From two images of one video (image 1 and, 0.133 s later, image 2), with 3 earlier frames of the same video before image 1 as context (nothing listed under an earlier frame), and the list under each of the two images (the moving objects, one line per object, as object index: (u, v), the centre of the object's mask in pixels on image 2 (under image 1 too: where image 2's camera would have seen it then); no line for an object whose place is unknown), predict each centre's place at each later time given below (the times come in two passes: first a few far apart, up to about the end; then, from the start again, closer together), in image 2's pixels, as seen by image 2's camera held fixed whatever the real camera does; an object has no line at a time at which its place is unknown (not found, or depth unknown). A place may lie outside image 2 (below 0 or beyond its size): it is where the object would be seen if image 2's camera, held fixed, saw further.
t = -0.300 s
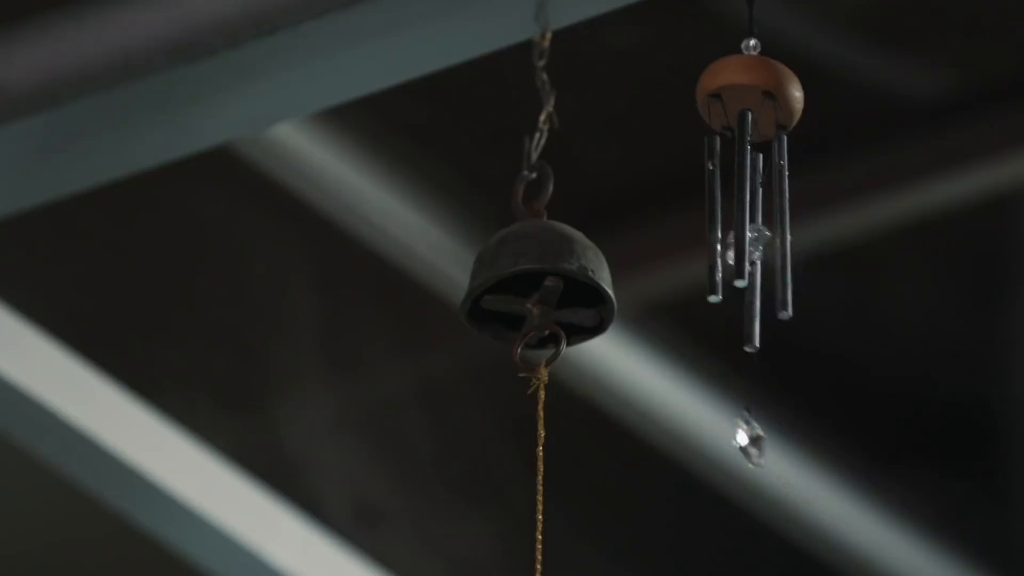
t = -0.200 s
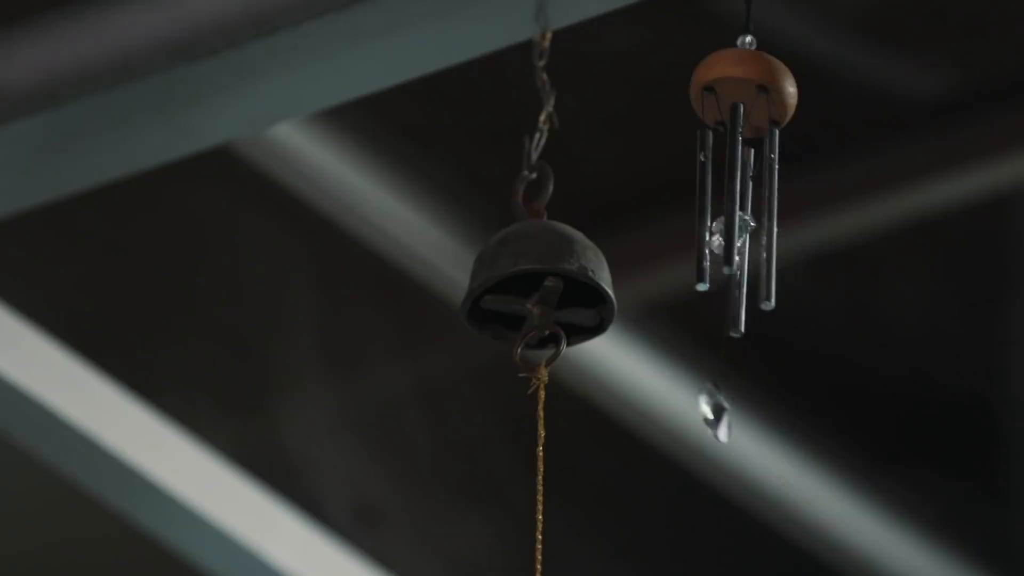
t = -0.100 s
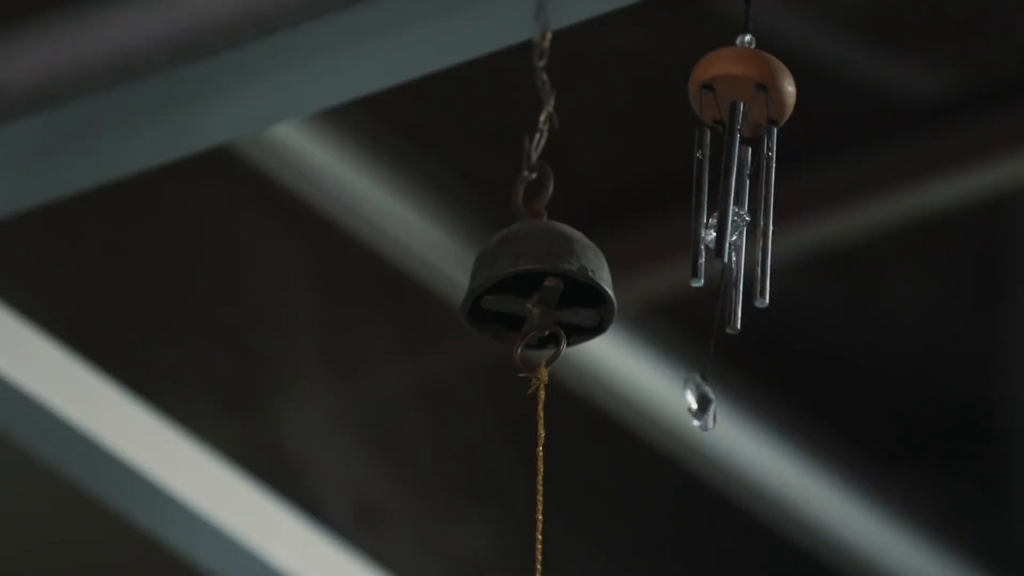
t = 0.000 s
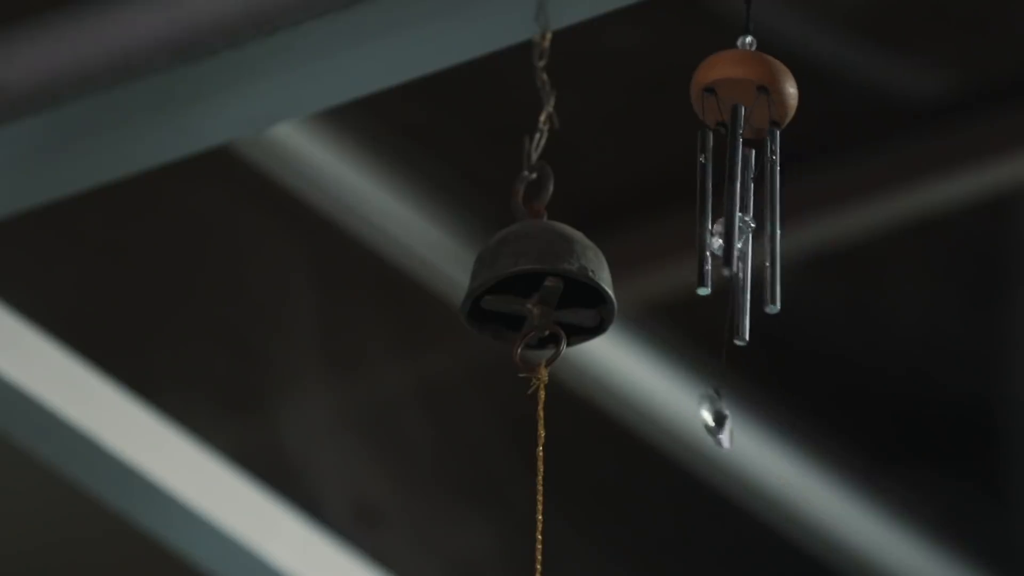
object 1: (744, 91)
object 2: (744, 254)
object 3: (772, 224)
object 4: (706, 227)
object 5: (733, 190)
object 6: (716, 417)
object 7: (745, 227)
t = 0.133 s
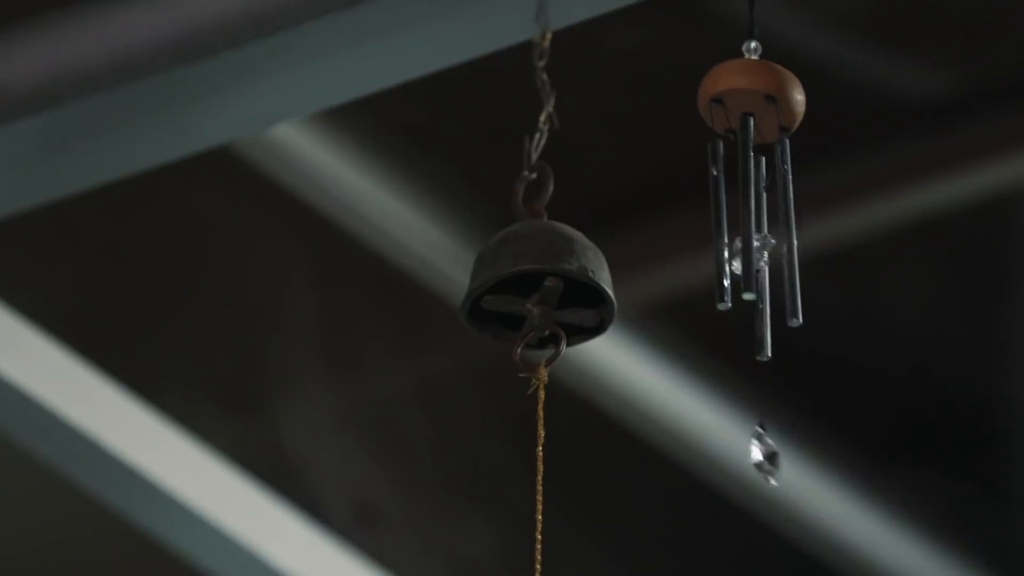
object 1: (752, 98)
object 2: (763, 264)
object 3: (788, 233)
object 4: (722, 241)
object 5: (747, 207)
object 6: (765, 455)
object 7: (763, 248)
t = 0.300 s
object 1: (758, 102)
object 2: (778, 274)
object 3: (798, 239)
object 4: (735, 248)
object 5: (759, 216)
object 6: (803, 475)
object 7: (779, 255)
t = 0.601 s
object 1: (746, 92)
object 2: (746, 253)
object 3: (773, 223)
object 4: (708, 226)
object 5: (736, 192)
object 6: (724, 419)
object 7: (748, 231)
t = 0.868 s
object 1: (746, 94)
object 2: (750, 261)
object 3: (777, 225)
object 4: (710, 231)
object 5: (738, 197)
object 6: (730, 430)
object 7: (751, 235)
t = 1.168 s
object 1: (758, 102)
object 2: (776, 273)
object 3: (797, 239)
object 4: (733, 250)
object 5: (758, 217)
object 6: (799, 474)
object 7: (777, 256)
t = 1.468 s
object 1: (745, 93)
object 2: (743, 253)
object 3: (770, 223)
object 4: (706, 226)
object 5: (733, 192)
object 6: (716, 414)
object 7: (746, 229)
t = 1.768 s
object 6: (758, 449)
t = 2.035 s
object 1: (756, 103)
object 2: (772, 272)
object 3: (795, 240)
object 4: (730, 247)
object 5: (754, 215)
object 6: (790, 470)
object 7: (774, 255)
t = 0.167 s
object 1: (754, 99)
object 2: (767, 267)
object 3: (791, 234)
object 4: (726, 244)
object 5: (751, 210)
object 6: (776, 462)
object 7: (768, 252)
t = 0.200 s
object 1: (756, 101)
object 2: (771, 270)
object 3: (794, 237)
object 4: (730, 245)
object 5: (754, 213)
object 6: (786, 468)
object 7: (773, 254)
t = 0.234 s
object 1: (757, 102)
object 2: (775, 272)
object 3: (796, 238)
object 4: (733, 249)
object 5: (757, 215)
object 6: (795, 472)
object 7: (776, 256)
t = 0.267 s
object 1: (758, 102)
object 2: (777, 273)
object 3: (798, 239)
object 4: (734, 248)
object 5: (759, 217)
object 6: (801, 475)
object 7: (778, 255)
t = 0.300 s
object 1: (758, 102)
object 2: (778, 274)
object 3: (798, 239)
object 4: (735, 248)
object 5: (759, 216)
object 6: (803, 475)
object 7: (779, 255)
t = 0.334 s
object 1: (758, 102)
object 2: (778, 273)
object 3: (799, 239)
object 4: (735, 248)
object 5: (759, 215)
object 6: (803, 474)
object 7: (778, 255)
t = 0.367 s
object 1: (758, 101)
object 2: (777, 273)
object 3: (798, 240)
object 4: (733, 248)
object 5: (757, 215)
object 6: (799, 472)
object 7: (777, 254)
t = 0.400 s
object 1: (757, 101)
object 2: (773, 270)
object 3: (796, 237)
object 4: (730, 244)
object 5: (754, 212)
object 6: (792, 468)
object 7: (774, 253)
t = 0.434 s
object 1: (756, 100)
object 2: (769, 269)
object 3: (794, 236)
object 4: (727, 243)
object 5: (751, 209)
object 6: (783, 462)
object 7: (770, 253)
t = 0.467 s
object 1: (754, 98)
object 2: (764, 262)
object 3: (790, 234)
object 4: (723, 239)
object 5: (748, 207)
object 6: (772, 455)
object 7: (767, 247)
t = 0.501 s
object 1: (752, 97)
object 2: (760, 261)
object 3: (785, 232)
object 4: (719, 237)
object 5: (744, 203)
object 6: (760, 446)
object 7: (761, 245)
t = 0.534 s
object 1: (749, 95)
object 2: (754, 258)
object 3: (781, 228)
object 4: (715, 233)
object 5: (741, 201)
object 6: (748, 438)
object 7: (756, 240)
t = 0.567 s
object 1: (747, 93)
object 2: (750, 252)
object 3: (776, 226)
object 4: (712, 231)
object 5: (739, 196)
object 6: (734, 427)
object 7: (752, 235)
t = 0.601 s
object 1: (746, 92)
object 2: (746, 253)
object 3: (773, 223)
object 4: (708, 226)
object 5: (736, 192)
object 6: (724, 419)
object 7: (748, 231)
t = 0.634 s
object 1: (744, 91)
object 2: (743, 252)
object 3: (769, 220)
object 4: (705, 225)
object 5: (733, 190)
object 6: (715, 413)
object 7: (745, 227)
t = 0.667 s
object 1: (743, 90)
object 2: (740, 248)
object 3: (767, 219)
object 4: (703, 221)
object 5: (731, 187)
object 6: (708, 408)
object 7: (742, 225)
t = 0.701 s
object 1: (743, 90)
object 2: (739, 247)
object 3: (766, 219)
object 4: (702, 221)
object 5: (729, 186)
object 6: (704, 406)
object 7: (740, 224)
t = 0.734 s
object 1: (743, 90)
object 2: (739, 247)
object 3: (766, 219)
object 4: (702, 221)
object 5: (729, 186)
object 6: (703, 406)
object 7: (740, 224)
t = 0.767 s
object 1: (743, 90)
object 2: (740, 249)
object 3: (768, 220)
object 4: (703, 222)
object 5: (730, 187)
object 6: (706, 409)
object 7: (741, 225)
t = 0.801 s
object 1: (744, 90)
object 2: (743, 252)
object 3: (770, 222)
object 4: (704, 225)
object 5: (732, 189)
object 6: (712, 415)
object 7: (743, 227)
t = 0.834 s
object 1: (745, 92)
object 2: (745, 259)
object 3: (773, 224)
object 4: (707, 228)
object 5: (735, 193)
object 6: (720, 423)
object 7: (747, 231)
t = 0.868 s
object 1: (746, 94)
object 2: (750, 261)
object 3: (777, 225)
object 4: (710, 231)
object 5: (738, 197)
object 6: (730, 430)
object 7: (751, 235)
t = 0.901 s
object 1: (748, 96)
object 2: (754, 263)
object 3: (781, 229)
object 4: (715, 235)
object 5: (741, 202)
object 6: (742, 438)
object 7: (755, 240)
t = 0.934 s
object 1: (750, 97)
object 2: (759, 264)
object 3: (785, 231)
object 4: (719, 239)
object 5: (745, 205)
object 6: (755, 449)
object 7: (759, 245)
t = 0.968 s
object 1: (752, 99)
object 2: (764, 267)
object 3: (788, 233)
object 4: (723, 243)
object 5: (748, 210)
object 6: (766, 457)
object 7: (764, 250)
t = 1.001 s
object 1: (754, 100)
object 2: (768, 269)
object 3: (791, 235)
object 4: (727, 245)
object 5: (752, 213)
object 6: (778, 464)
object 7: (769, 253)
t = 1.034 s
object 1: (756, 102)
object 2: (771, 272)
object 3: (794, 237)
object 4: (730, 246)
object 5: (755, 216)
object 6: (787, 470)
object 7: (774, 255)
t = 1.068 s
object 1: (757, 102)
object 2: (775, 272)
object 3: (796, 238)
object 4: (733, 249)
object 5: (757, 217)
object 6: (794, 473)
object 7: (776, 255)
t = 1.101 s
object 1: (758, 102)
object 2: (776, 273)
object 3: (797, 239)
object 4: (734, 250)
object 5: (759, 219)
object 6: (799, 475)
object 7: (778, 256)
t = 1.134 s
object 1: (758, 102)
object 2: (777, 273)
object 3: (797, 239)
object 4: (734, 250)
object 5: (758, 217)
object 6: (801, 475)
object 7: (778, 256)
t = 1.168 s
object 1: (758, 102)
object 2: (776, 273)
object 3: (797, 239)
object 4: (733, 250)
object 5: (758, 217)
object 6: (799, 474)
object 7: (777, 256)
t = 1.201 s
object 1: (757, 102)
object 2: (774, 272)
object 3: (796, 238)
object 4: (730, 243)
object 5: (756, 215)
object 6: (795, 471)
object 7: (775, 255)
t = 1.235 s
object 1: (756, 102)
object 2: (771, 272)
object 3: (795, 237)
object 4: (729, 245)
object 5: (753, 212)
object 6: (788, 467)
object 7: (773, 255)
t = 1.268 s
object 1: (755, 101)
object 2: (768, 268)
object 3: (792, 238)
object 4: (725, 241)
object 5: (750, 211)
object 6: (779, 462)
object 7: (769, 250)
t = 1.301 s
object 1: (754, 99)
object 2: (763, 265)
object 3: (788, 234)
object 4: (722, 241)
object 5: (747, 207)
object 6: (768, 455)
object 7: (765, 247)
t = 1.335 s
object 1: (752, 98)
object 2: (758, 263)
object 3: (784, 232)
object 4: (718, 237)
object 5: (744, 205)
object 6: (756, 443)
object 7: (761, 243)
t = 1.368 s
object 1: (750, 96)
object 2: (754, 260)
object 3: (780, 229)
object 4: (715, 234)
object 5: (742, 202)
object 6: (745, 435)
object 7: (756, 239)
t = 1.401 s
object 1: (748, 95)
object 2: (750, 257)
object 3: (776, 227)
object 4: (711, 232)
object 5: (738, 197)
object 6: (734, 428)
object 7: (752, 235)
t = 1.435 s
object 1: (746, 93)
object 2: (746, 255)
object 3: (773, 226)
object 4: (709, 228)
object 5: (736, 195)
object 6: (724, 422)
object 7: (748, 232)
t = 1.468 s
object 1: (745, 93)
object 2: (743, 253)
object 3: (770, 223)
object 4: (706, 226)
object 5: (733, 192)
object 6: (716, 414)
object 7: (746, 229)
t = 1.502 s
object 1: (744, 92)
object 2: (741, 252)
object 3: (768, 222)
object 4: (705, 225)
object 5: (731, 190)
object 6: (710, 411)
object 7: (743, 227)
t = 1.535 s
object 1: (744, 91)
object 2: (740, 251)
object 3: (768, 222)
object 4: (704, 224)
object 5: (730, 189)
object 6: (707, 409)
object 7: (742, 226)
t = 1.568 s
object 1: (744, 92)
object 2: (741, 251)
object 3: (768, 222)
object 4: (704, 225)
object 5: (730, 189)
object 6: (707, 410)
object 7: (742, 226)
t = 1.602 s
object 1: (744, 92)
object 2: (742, 253)
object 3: (770, 222)
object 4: (705, 226)
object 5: (731, 190)
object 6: (710, 414)
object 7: (743, 227)
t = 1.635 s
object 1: (745, 93)
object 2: (744, 258)
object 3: (772, 225)
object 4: (707, 228)
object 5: (733, 192)
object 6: (717, 419)
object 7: (746, 229)
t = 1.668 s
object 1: (746, 94)
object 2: (747, 260)
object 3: (775, 227)
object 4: (709, 230)
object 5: (736, 196)
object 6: (724, 426)
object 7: (749, 233)
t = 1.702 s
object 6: (734, 431)
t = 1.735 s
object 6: (746, 441)
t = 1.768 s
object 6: (758, 449)
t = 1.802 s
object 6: (768, 458)
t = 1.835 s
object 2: (768, 270)
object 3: (791, 237)
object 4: (727, 246)
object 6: (779, 466)
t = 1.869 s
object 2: (771, 273)
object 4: (730, 247)
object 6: (787, 470)
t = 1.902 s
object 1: (756, 103)
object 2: (774, 272)
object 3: (795, 239)
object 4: (732, 250)
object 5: (757, 217)
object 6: (793, 473)
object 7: (775, 256)
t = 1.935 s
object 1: (757, 104)
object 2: (775, 272)
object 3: (796, 240)
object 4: (733, 250)
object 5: (758, 217)
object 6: (797, 474)
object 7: (777, 257)
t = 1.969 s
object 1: (757, 104)
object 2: (775, 273)
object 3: (796, 240)
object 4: (733, 251)
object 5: (757, 217)
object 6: (798, 475)
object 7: (777, 257)
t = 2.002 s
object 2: (775, 273)
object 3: (796, 243)
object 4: (732, 250)
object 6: (795, 473)
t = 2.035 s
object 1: (756, 103)
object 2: (772, 272)
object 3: (795, 240)
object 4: (730, 247)
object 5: (754, 215)
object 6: (790, 470)
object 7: (774, 255)
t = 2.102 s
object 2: (766, 270)
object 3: (790, 237)
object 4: (724, 243)
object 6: (774, 459)
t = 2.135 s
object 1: (753, 100)
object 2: (762, 265)
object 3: (787, 234)
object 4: (721, 240)
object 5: (746, 207)
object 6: (764, 451)
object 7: (763, 249)
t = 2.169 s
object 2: (757, 263)
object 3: (783, 233)
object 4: (718, 238)
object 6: (754, 445)
